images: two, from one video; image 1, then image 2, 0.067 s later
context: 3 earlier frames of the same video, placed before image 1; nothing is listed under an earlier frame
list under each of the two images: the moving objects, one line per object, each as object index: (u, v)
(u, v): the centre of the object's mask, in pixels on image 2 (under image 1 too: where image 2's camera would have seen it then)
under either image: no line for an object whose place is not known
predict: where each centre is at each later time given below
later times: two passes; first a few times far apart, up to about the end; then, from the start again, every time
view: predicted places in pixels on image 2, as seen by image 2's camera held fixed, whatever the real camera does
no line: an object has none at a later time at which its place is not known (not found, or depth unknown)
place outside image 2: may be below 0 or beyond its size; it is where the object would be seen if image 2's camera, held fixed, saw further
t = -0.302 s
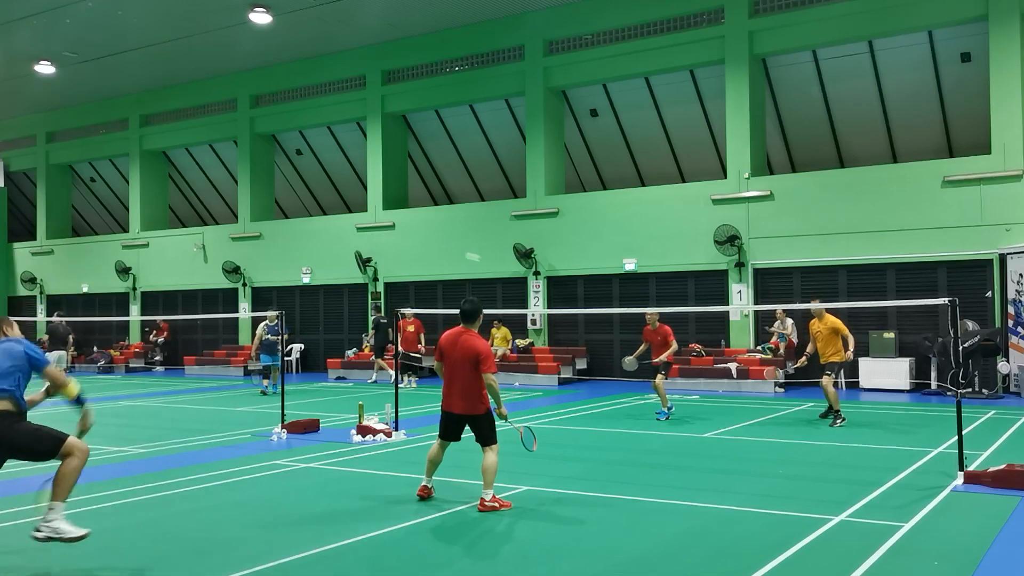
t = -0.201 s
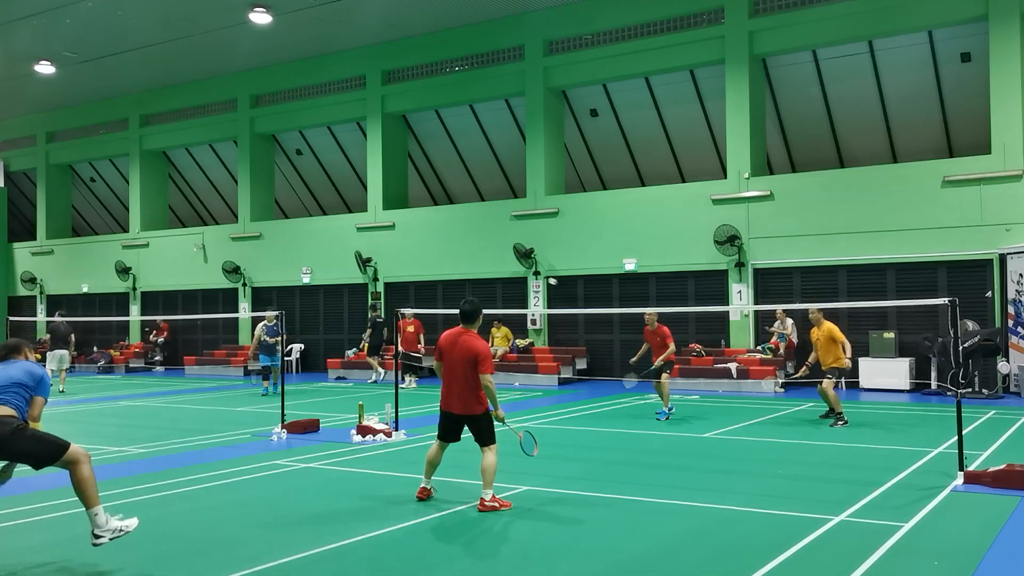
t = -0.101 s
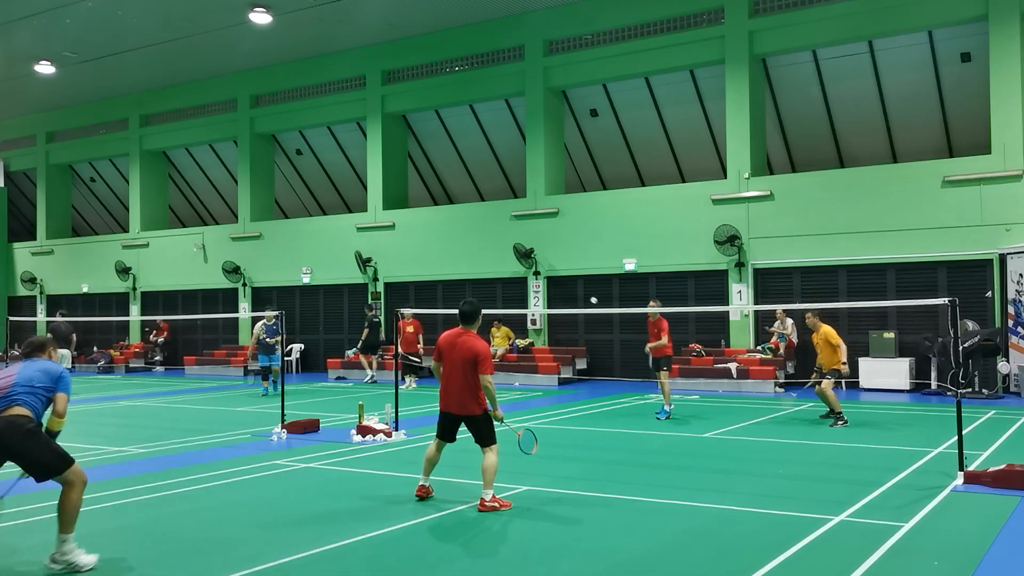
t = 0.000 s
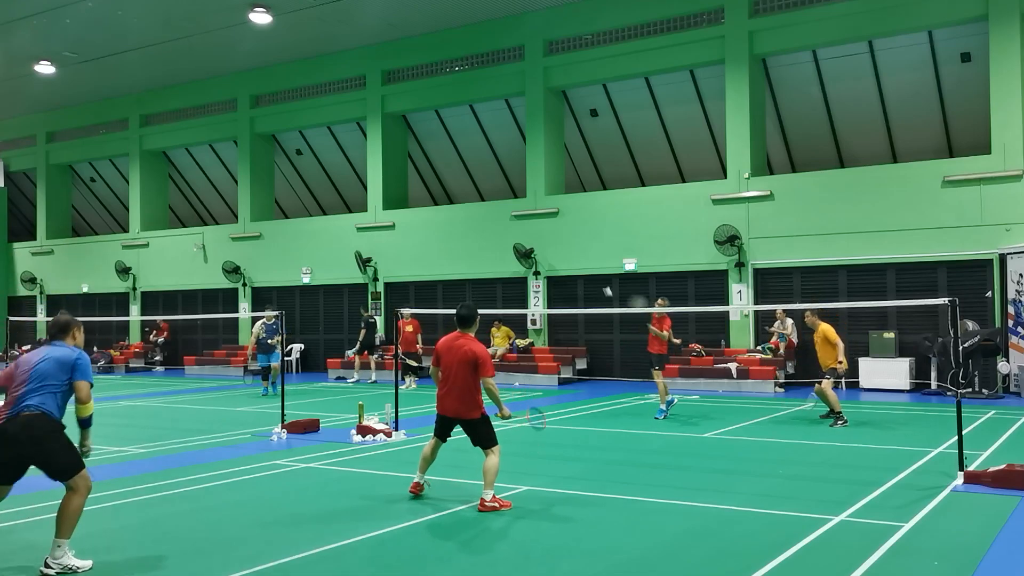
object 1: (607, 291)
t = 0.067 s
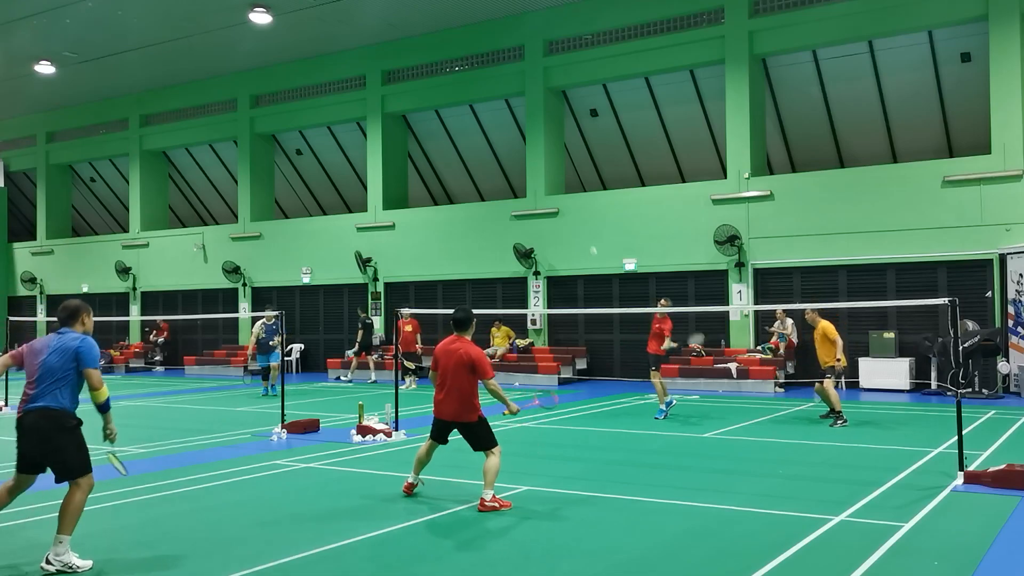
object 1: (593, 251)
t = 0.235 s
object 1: (565, 175)
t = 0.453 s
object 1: (529, 124)
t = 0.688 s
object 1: (487, 136)
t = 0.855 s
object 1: (453, 199)
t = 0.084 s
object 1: (590, 242)
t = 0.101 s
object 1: (586, 233)
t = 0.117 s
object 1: (584, 225)
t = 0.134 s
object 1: (581, 217)
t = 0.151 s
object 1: (578, 209)
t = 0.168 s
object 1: (575, 202)
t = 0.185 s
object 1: (573, 195)
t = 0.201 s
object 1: (569, 188)
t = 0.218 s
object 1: (567, 182)
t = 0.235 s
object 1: (565, 175)
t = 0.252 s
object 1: (562, 170)
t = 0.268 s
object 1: (559, 164)
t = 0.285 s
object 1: (557, 159)
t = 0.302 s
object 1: (554, 154)
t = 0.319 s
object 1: (551, 150)
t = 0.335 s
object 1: (548, 145)
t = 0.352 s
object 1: (546, 142)
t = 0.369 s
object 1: (543, 138)
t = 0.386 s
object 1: (540, 134)
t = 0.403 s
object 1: (538, 131)
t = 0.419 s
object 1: (535, 129)
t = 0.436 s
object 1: (532, 126)
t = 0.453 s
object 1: (529, 124)
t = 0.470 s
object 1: (526, 123)
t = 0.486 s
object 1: (523, 122)
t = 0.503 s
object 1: (521, 121)
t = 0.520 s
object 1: (518, 120)
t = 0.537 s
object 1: (515, 120)
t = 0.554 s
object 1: (512, 120)
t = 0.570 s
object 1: (509, 121)
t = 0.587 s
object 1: (505, 122)
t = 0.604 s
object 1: (502, 123)
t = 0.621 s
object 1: (499, 125)
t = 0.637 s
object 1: (496, 127)
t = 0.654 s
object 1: (493, 130)
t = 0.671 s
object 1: (490, 133)
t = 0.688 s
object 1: (487, 136)
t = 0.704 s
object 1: (484, 140)
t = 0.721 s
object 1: (481, 145)
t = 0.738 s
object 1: (477, 150)
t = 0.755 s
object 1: (474, 156)
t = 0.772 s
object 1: (471, 162)
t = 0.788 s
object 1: (467, 168)
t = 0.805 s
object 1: (464, 175)
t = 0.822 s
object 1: (460, 183)
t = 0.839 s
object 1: (456, 191)
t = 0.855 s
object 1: (453, 199)
